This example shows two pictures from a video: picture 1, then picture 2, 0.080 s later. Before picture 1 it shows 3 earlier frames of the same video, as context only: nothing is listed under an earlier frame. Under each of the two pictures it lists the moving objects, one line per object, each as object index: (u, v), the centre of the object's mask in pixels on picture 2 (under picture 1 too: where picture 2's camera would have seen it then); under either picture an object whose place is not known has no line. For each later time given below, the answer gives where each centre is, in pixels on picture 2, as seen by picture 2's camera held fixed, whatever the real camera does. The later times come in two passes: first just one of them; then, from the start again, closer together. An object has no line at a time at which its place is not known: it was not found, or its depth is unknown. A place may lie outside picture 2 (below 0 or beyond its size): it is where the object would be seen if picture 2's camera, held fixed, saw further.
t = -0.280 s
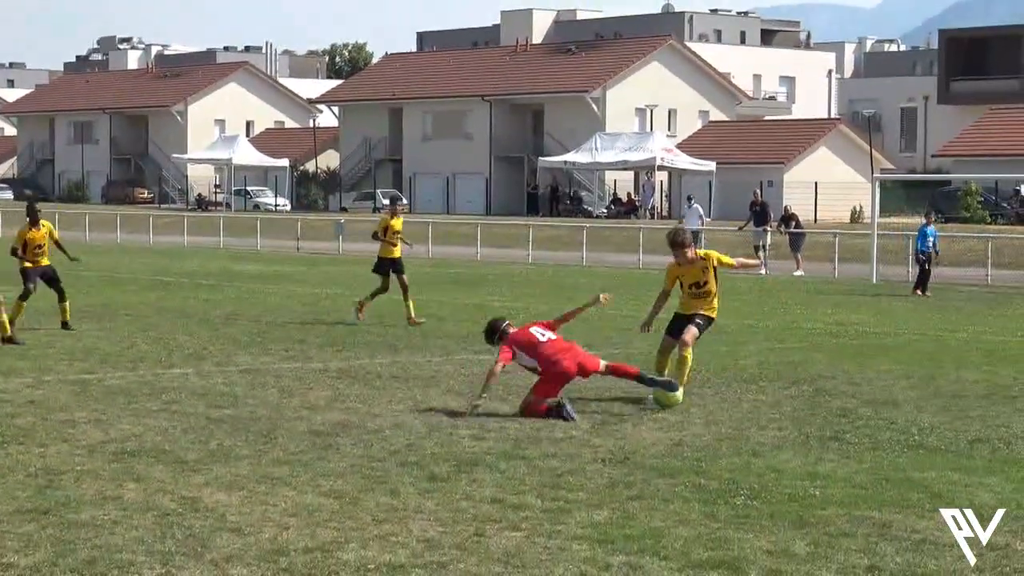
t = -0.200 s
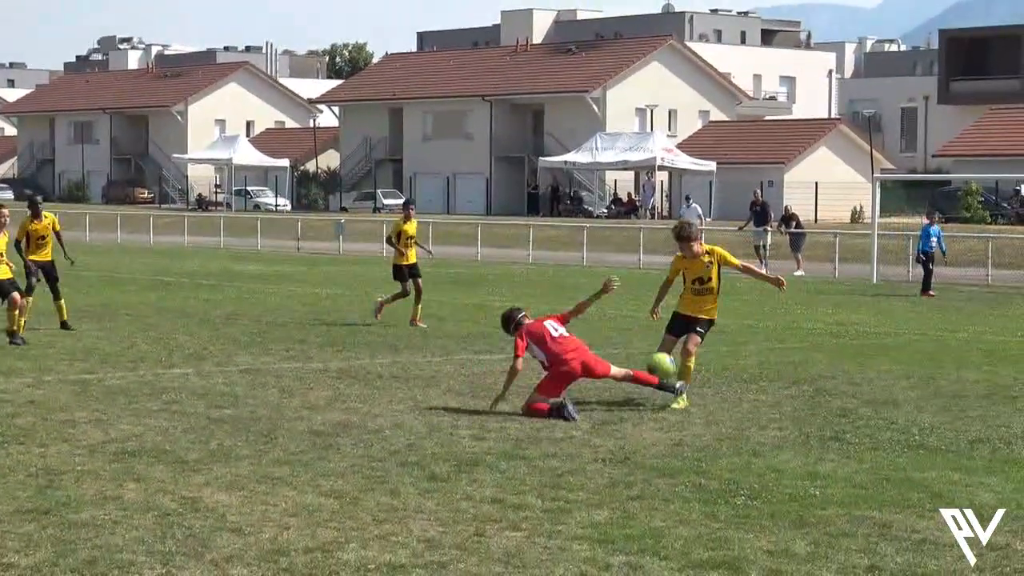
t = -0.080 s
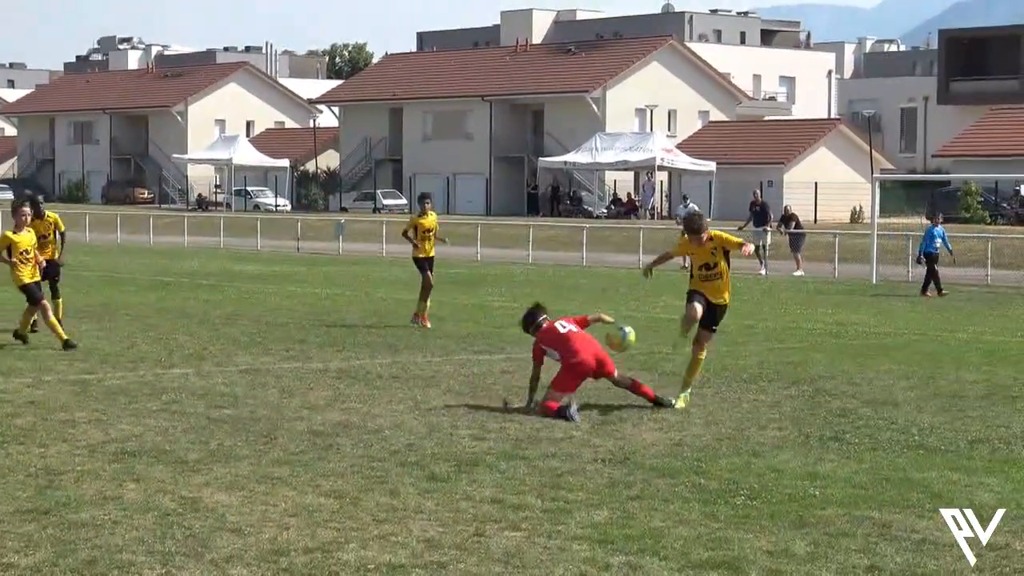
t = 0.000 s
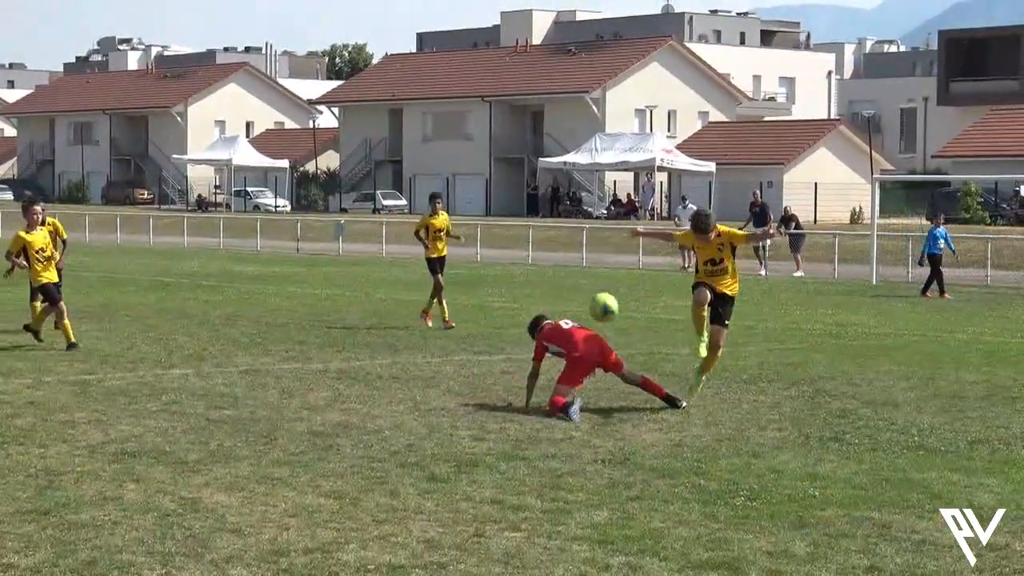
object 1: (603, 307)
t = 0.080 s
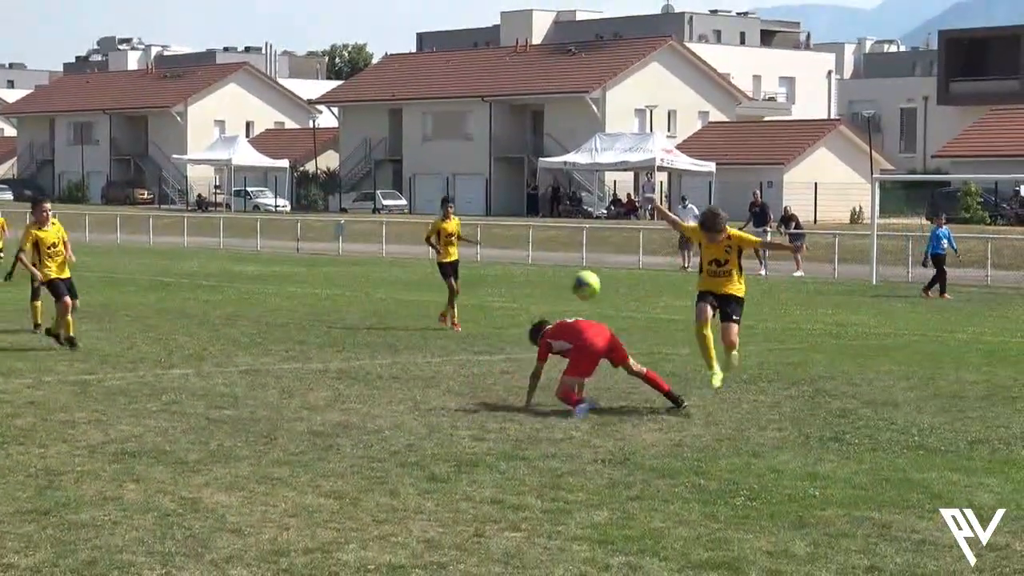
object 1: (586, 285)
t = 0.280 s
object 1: (542, 270)
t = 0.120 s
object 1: (577, 277)
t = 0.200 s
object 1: (560, 270)
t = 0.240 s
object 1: (551, 268)
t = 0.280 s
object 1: (542, 270)
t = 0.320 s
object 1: (534, 274)
